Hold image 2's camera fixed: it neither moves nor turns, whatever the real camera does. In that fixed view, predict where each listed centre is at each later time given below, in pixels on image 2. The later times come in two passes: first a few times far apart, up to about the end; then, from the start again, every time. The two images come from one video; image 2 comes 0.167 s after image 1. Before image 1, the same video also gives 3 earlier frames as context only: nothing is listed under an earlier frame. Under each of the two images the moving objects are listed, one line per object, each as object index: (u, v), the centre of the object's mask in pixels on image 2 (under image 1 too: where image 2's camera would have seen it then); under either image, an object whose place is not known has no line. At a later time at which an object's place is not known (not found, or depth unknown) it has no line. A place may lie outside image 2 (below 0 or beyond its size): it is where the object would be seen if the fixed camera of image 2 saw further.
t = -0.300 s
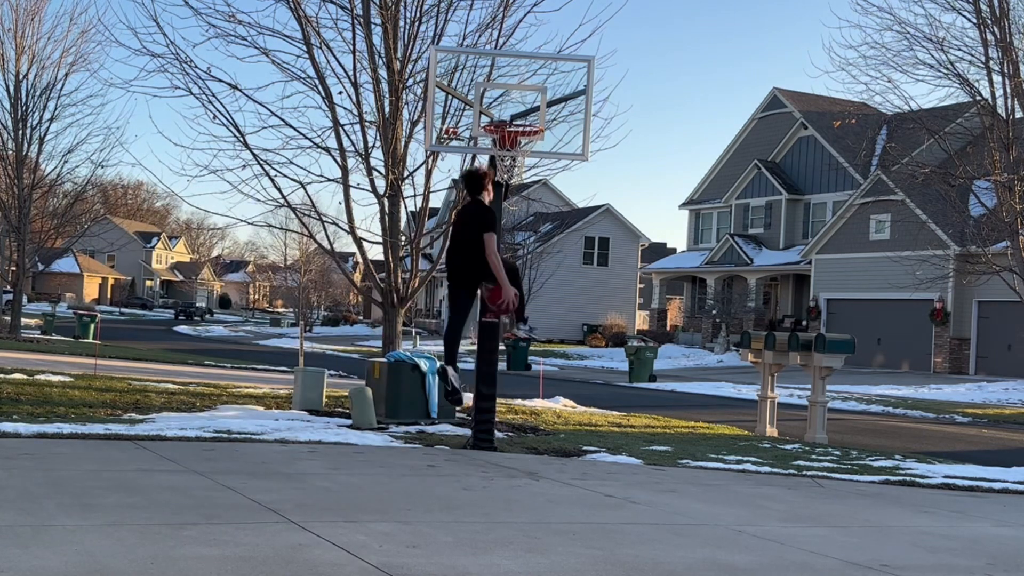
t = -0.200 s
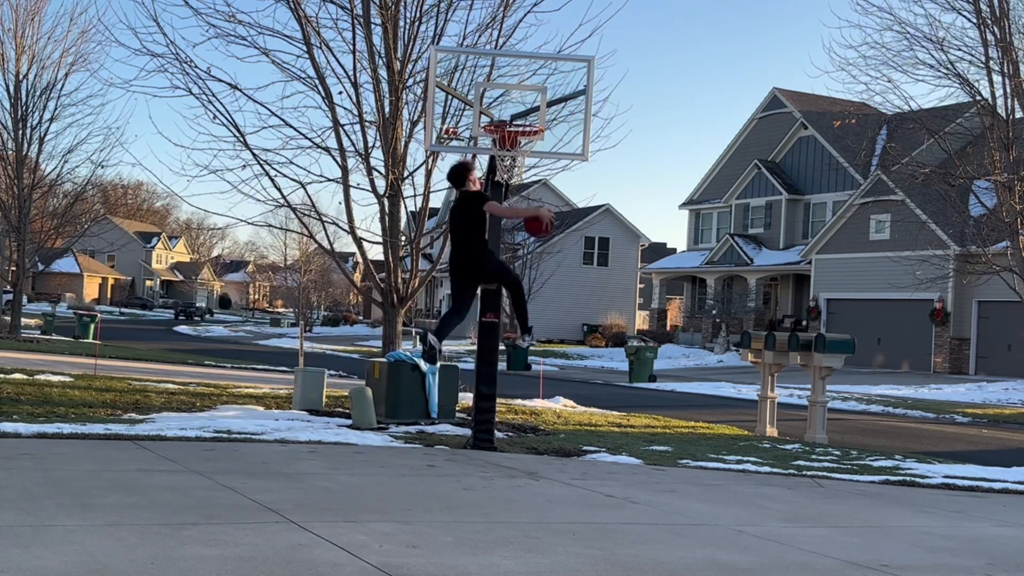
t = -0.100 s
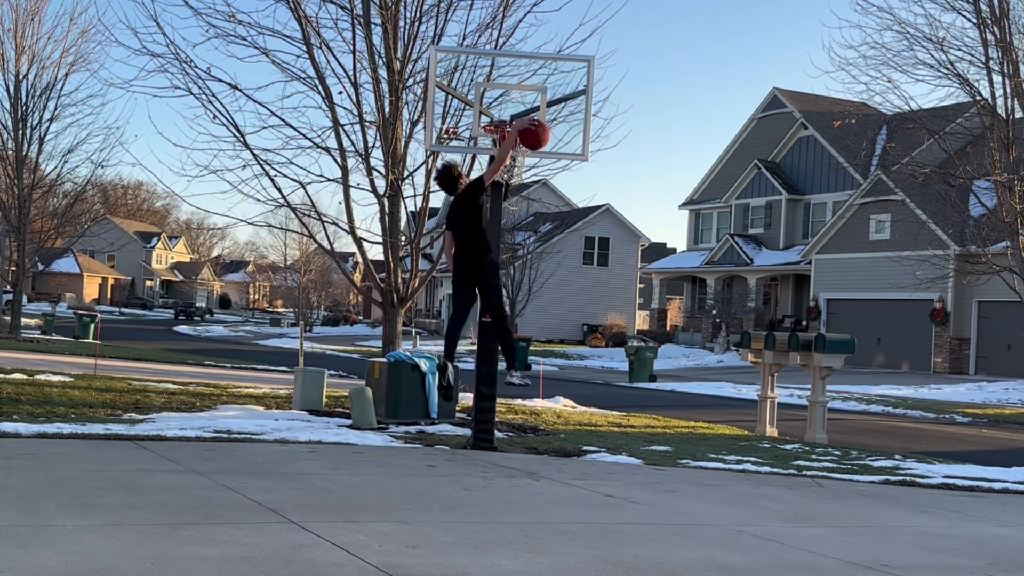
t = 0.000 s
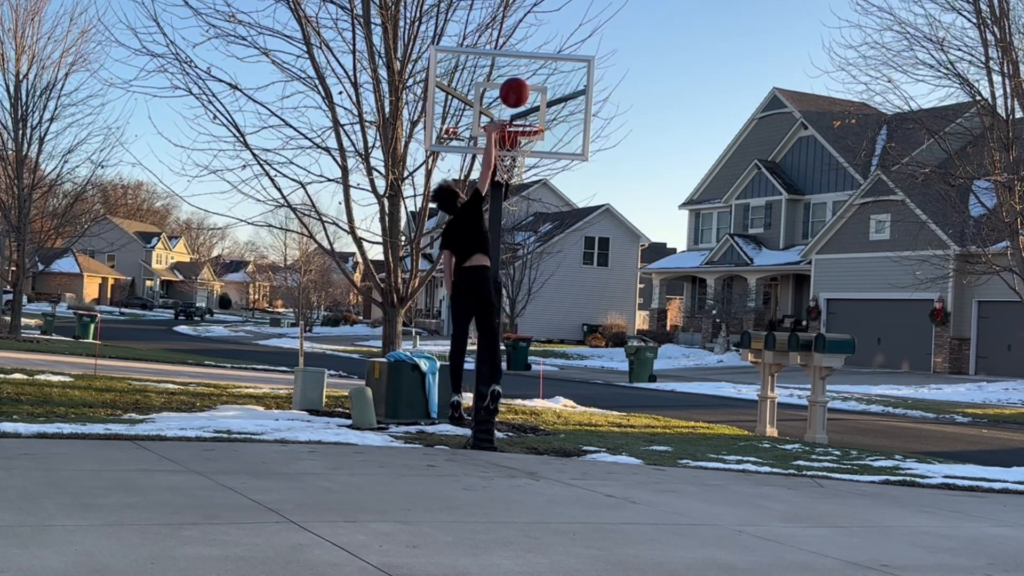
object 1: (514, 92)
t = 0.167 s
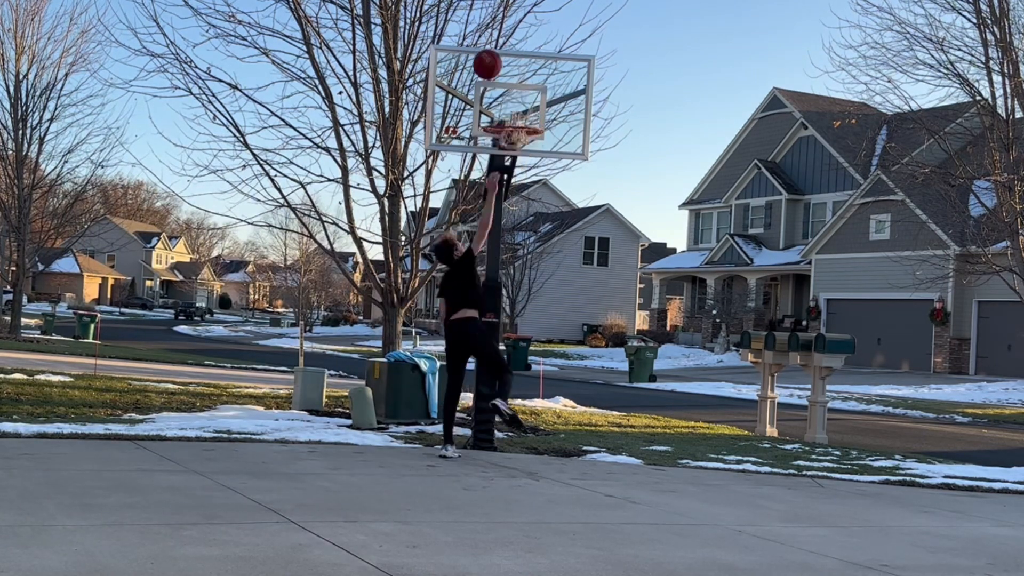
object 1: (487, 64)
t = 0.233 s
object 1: (479, 59)
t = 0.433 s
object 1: (449, 76)
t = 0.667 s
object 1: (406, 169)
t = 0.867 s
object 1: (359, 321)
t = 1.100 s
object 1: (319, 387)
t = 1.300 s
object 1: (306, 265)
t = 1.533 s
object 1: (284, 199)
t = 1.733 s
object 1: (260, 213)
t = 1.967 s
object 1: (226, 320)
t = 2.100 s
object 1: (203, 426)
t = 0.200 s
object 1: (483, 61)
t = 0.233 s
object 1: (479, 59)
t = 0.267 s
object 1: (475, 58)
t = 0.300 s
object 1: (470, 59)
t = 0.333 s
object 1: (465, 60)
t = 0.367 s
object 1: (460, 64)
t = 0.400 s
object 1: (455, 69)
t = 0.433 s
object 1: (449, 76)
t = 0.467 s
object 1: (444, 84)
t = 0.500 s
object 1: (438, 94)
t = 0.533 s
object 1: (432, 106)
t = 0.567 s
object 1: (426, 118)
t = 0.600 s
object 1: (419, 134)
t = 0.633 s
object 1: (413, 150)
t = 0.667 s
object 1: (406, 169)
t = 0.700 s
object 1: (399, 189)
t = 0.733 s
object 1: (391, 211)
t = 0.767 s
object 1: (384, 235)
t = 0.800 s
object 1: (376, 262)
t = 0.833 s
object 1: (368, 290)
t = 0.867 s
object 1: (359, 321)
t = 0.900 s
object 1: (351, 353)
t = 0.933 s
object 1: (342, 388)
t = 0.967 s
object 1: (333, 426)
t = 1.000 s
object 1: (324, 464)
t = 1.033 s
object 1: (322, 440)
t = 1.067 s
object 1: (321, 413)
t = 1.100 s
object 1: (319, 387)
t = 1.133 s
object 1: (317, 362)
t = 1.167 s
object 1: (316, 340)
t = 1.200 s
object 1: (314, 319)
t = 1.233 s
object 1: (311, 299)
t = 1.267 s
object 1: (308, 282)
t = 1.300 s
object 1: (306, 265)
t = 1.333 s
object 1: (304, 251)
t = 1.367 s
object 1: (300, 238)
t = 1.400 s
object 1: (297, 227)
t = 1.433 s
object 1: (294, 217)
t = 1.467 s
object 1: (291, 210)
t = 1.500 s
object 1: (288, 203)
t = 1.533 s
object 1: (284, 199)
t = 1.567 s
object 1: (281, 197)
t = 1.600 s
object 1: (277, 196)
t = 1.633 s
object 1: (273, 198)
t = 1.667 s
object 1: (269, 201)
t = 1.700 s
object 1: (265, 206)
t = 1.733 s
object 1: (260, 213)
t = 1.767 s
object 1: (256, 222)
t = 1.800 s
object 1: (251, 234)
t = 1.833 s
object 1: (246, 246)
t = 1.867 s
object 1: (242, 261)
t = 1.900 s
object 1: (236, 279)
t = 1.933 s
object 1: (231, 298)
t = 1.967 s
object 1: (226, 320)
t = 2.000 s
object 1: (220, 343)
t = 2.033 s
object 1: (215, 368)
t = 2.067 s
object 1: (209, 396)
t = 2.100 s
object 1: (203, 426)
